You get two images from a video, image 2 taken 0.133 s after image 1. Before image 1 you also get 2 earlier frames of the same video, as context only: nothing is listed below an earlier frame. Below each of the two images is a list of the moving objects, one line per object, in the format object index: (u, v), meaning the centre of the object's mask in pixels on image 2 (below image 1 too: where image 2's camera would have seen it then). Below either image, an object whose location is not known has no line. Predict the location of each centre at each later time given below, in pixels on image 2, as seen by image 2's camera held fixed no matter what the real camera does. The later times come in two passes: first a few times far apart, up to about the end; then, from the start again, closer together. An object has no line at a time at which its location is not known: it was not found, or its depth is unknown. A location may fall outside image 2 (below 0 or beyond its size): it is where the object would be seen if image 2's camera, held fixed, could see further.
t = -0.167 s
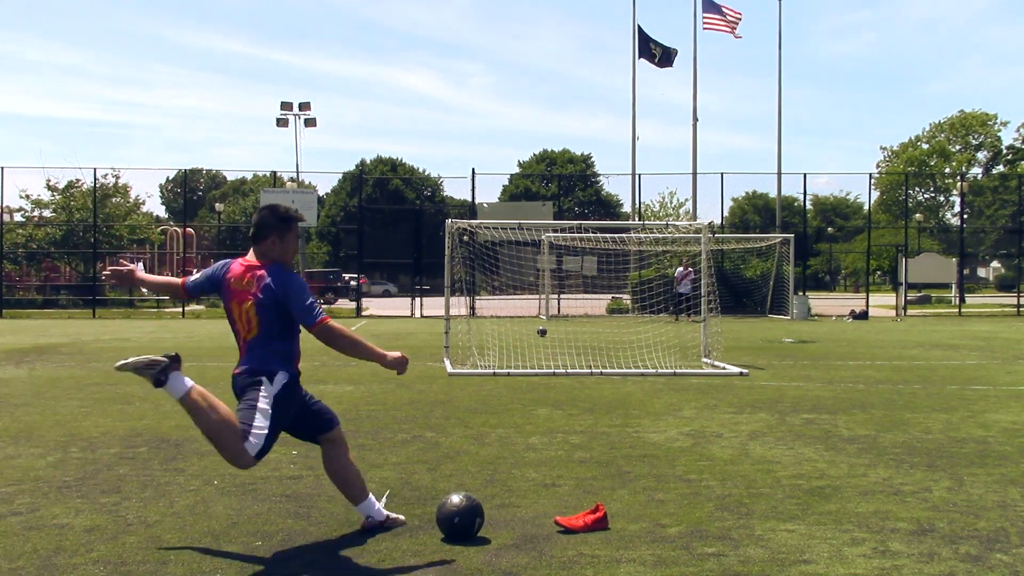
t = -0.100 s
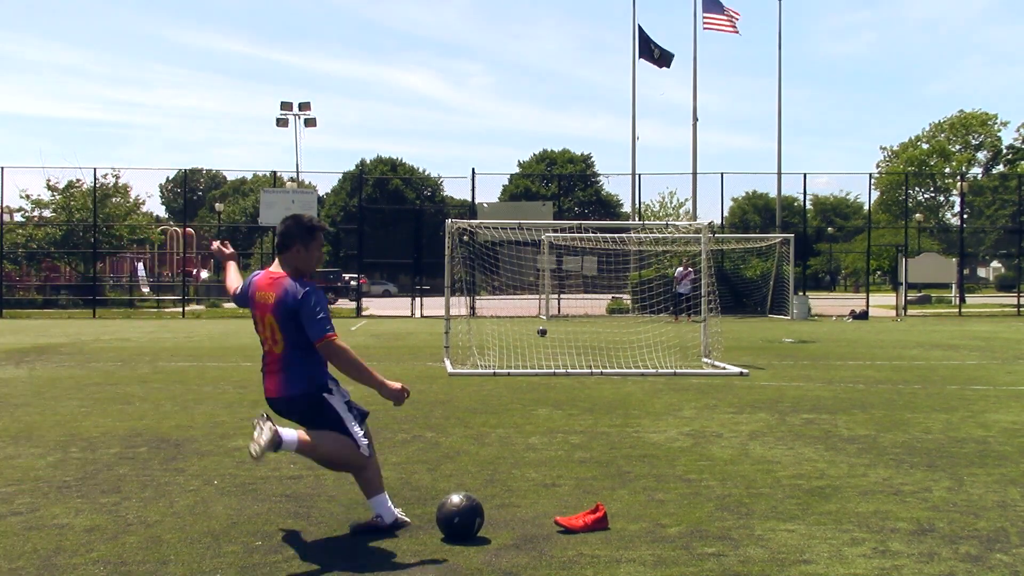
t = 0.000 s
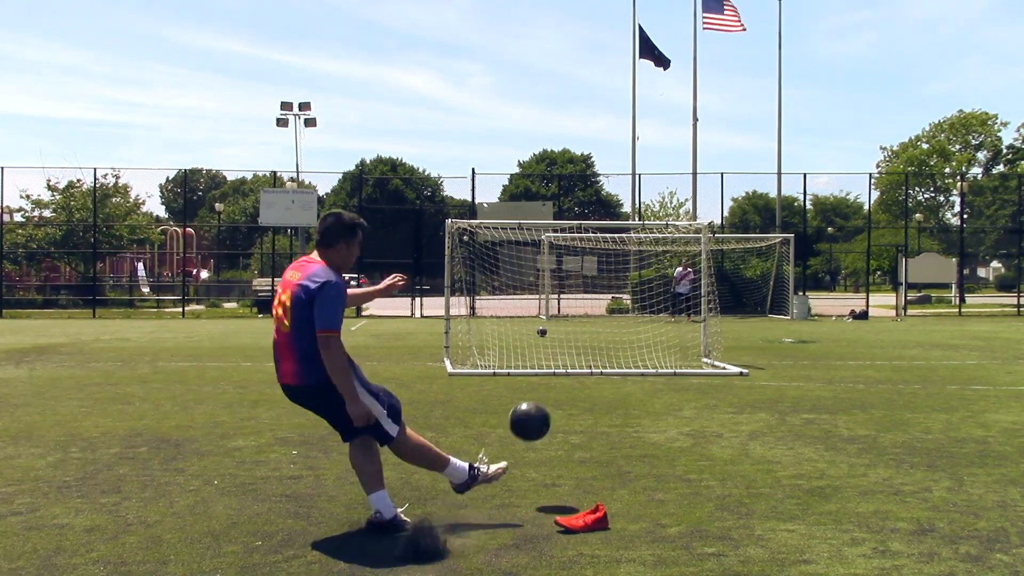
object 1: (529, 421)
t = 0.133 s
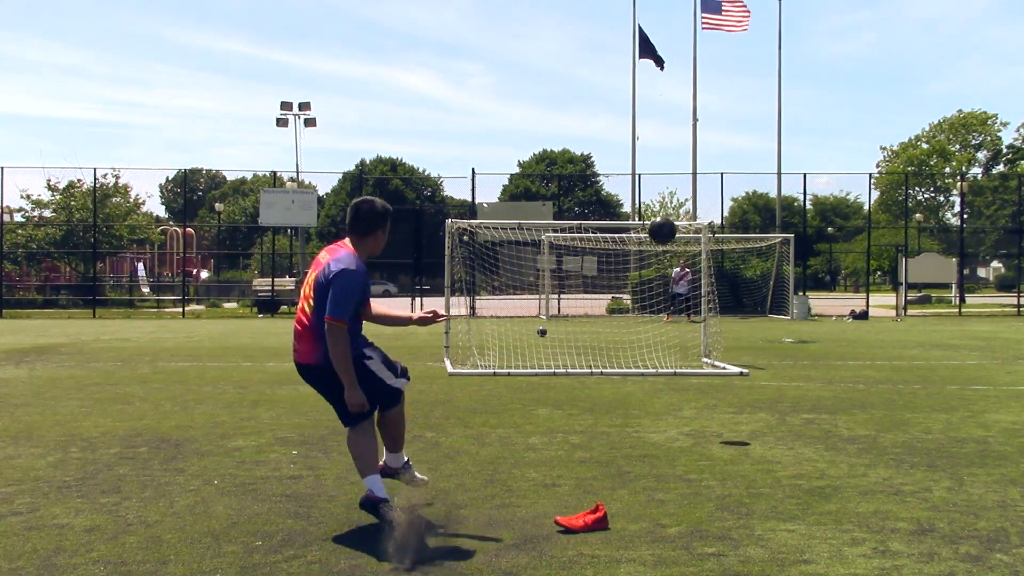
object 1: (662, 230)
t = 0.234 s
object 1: (709, 161)
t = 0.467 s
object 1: (752, 98)
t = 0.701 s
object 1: (758, 94)
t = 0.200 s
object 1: (696, 180)
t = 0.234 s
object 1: (709, 161)
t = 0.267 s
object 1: (719, 145)
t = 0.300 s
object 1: (728, 133)
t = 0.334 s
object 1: (735, 122)
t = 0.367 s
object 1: (741, 114)
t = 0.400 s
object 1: (745, 107)
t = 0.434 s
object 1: (749, 101)
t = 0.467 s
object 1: (752, 98)
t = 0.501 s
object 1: (754, 95)
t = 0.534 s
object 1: (756, 93)
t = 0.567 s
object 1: (757, 92)
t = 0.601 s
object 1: (758, 91)
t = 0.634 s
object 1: (758, 92)
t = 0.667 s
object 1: (758, 92)
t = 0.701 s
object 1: (758, 94)
